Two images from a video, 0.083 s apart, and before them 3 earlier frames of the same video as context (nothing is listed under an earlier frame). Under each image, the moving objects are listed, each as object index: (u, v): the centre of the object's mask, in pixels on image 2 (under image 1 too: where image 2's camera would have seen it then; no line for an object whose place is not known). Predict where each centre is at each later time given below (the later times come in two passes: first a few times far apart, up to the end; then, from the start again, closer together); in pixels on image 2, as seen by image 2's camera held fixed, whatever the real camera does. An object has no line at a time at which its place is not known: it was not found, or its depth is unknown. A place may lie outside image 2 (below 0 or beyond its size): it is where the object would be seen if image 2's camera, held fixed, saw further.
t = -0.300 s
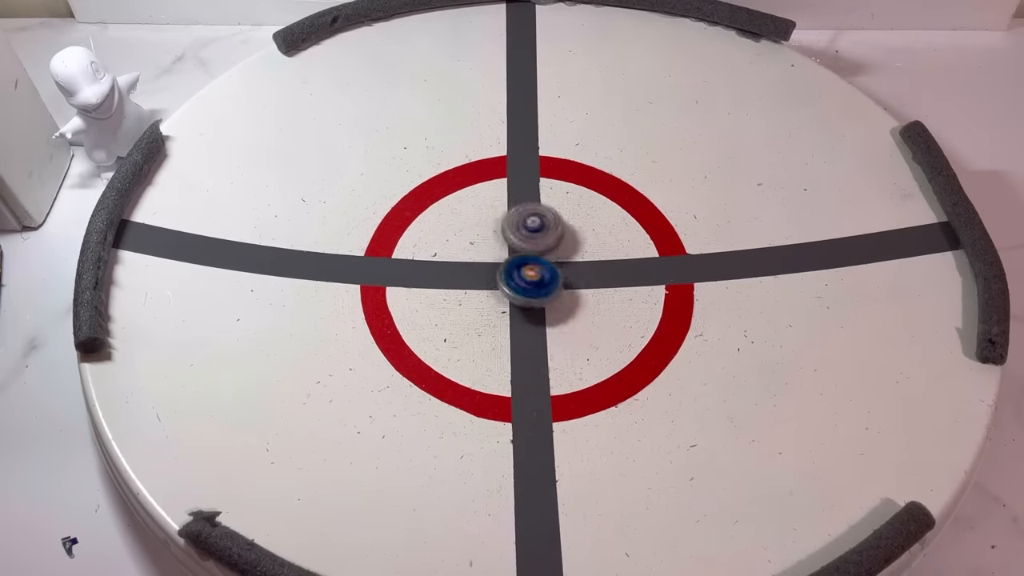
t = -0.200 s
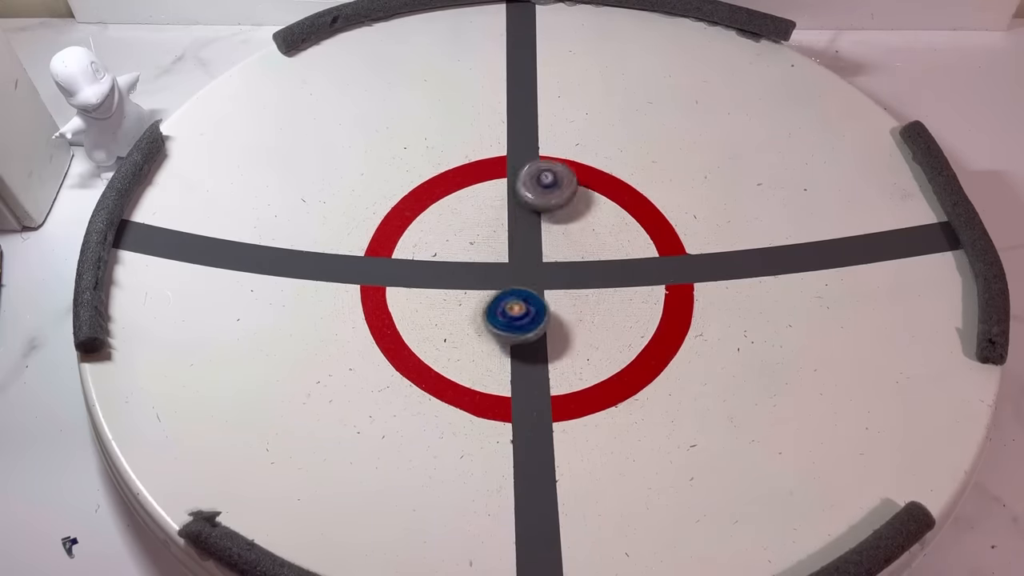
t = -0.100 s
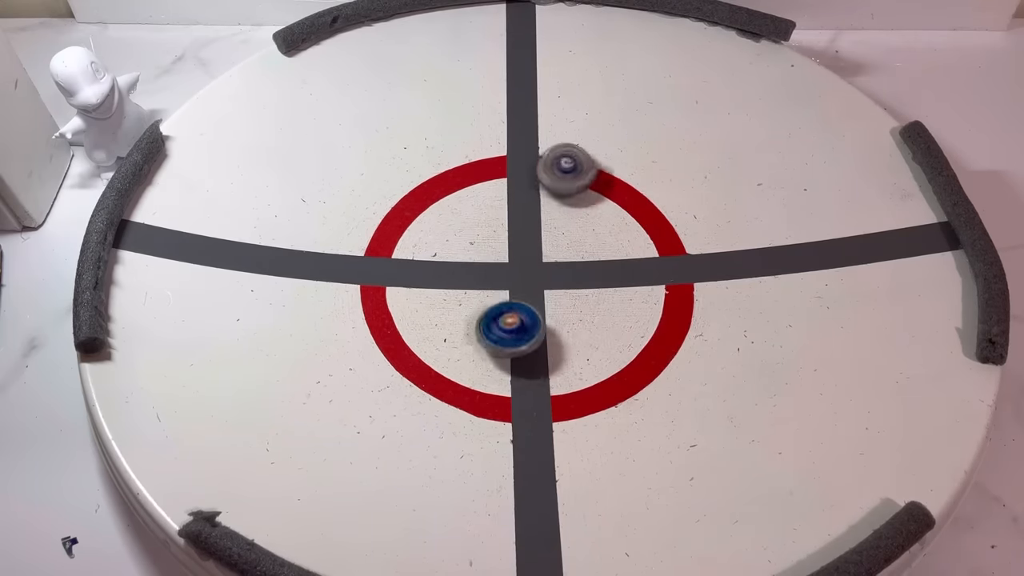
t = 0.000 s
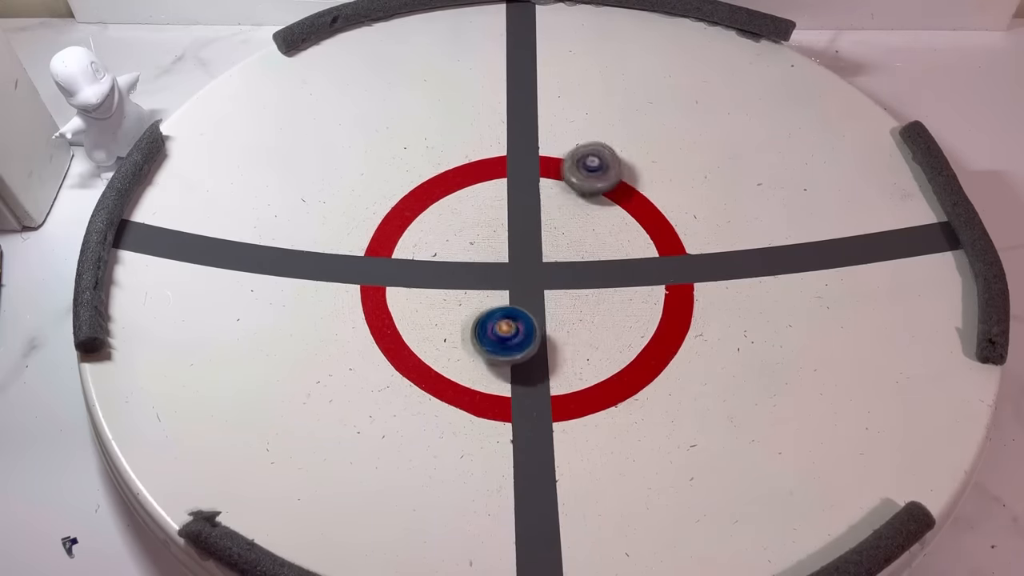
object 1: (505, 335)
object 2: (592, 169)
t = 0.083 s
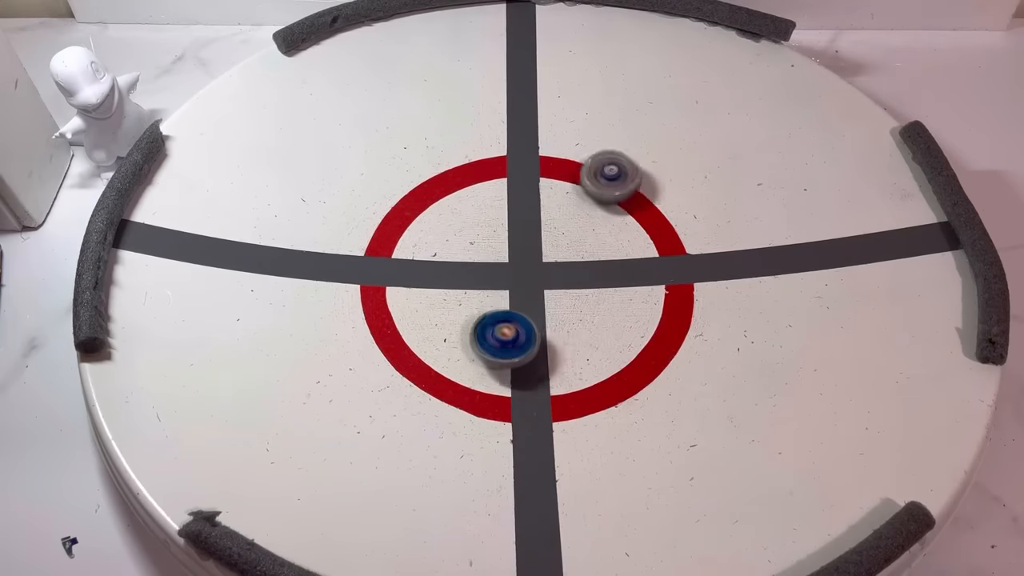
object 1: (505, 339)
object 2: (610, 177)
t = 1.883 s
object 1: (500, 243)
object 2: (550, 188)
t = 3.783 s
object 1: (595, 262)
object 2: (447, 288)
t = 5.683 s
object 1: (642, 206)
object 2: (611, 304)
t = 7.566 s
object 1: (556, 266)
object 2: (504, 222)
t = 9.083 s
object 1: (539, 262)
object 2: (623, 207)
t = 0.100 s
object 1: (506, 339)
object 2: (613, 179)
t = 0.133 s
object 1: (507, 338)
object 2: (619, 185)
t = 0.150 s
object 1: (508, 336)
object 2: (621, 188)
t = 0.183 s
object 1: (509, 333)
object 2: (624, 195)
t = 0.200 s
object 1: (510, 331)
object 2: (625, 198)
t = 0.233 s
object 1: (511, 328)
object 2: (626, 206)
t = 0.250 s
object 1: (511, 327)
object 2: (626, 210)
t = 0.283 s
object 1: (514, 324)
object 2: (625, 218)
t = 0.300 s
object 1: (515, 321)
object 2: (625, 222)
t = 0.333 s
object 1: (517, 316)
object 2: (622, 230)
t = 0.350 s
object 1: (517, 313)
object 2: (621, 234)
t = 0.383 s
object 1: (517, 307)
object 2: (618, 241)
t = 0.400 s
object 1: (518, 304)
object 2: (616, 245)
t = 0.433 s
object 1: (518, 299)
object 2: (611, 252)
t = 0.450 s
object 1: (519, 295)
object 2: (608, 255)
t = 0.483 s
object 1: (519, 290)
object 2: (602, 262)
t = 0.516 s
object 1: (519, 283)
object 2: (596, 269)
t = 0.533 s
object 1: (520, 279)
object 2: (592, 272)
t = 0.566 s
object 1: (515, 274)
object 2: (588, 278)
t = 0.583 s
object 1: (501, 273)
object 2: (599, 279)
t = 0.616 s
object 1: (478, 268)
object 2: (615, 280)
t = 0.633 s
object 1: (470, 266)
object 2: (622, 281)
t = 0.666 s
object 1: (460, 264)
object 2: (633, 284)
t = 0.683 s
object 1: (456, 263)
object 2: (636, 286)
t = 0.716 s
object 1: (447, 260)
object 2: (640, 289)
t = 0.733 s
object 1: (442, 258)
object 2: (642, 292)
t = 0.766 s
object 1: (433, 254)
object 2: (642, 298)
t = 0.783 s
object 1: (429, 253)
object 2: (642, 301)
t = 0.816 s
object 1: (421, 249)
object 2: (641, 307)
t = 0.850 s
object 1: (414, 246)
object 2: (639, 312)
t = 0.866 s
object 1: (410, 245)
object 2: (637, 314)
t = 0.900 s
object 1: (404, 241)
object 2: (632, 319)
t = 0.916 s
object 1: (401, 241)
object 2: (629, 321)
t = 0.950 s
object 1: (396, 237)
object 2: (623, 325)
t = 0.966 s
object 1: (393, 236)
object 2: (620, 326)
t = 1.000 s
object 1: (389, 232)
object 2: (612, 328)
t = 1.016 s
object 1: (387, 231)
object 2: (607, 328)
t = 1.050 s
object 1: (385, 228)
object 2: (598, 327)
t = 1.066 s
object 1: (384, 227)
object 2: (593, 327)
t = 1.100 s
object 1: (383, 225)
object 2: (584, 324)
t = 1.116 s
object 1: (384, 224)
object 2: (580, 323)
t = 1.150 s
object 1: (385, 222)
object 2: (572, 319)
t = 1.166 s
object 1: (386, 221)
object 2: (568, 317)
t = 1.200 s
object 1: (389, 220)
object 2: (560, 312)
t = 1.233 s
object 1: (392, 219)
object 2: (553, 306)
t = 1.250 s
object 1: (395, 218)
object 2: (550, 304)
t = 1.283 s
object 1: (400, 218)
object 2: (544, 298)
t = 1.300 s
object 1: (403, 217)
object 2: (541, 295)
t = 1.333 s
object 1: (408, 215)
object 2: (536, 288)
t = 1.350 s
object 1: (411, 215)
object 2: (534, 285)
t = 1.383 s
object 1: (418, 216)
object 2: (530, 278)
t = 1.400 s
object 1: (422, 216)
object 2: (529, 275)
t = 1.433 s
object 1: (429, 215)
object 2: (526, 267)
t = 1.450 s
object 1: (433, 217)
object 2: (525, 264)
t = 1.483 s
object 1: (441, 219)
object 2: (524, 257)
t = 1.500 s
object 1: (445, 219)
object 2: (523, 254)
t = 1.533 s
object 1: (455, 221)
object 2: (522, 247)
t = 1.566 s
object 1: (460, 222)
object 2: (523, 240)
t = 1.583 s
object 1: (459, 223)
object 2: (526, 236)
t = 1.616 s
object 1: (457, 225)
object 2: (530, 228)
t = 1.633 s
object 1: (458, 226)
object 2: (531, 225)
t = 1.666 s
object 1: (461, 228)
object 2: (533, 220)
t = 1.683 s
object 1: (463, 229)
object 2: (534, 217)
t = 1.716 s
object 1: (468, 232)
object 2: (537, 212)
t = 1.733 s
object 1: (470, 233)
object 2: (538, 209)
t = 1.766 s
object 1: (477, 236)
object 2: (540, 204)
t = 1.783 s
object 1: (480, 237)
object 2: (542, 201)
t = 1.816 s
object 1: (486, 239)
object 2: (544, 197)
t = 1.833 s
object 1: (490, 241)
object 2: (546, 194)
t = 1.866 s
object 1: (497, 243)
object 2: (549, 190)
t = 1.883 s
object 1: (500, 243)
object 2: (550, 188)
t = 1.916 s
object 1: (508, 246)
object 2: (554, 184)
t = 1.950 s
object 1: (515, 248)
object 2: (558, 181)
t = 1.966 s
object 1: (519, 249)
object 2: (561, 180)
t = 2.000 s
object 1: (527, 250)
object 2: (567, 179)
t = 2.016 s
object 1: (531, 251)
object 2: (570, 178)
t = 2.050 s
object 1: (538, 252)
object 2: (575, 179)
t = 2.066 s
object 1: (542, 252)
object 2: (578, 179)
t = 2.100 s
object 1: (550, 254)
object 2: (584, 182)
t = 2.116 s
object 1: (553, 254)
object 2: (586, 184)
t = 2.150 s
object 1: (562, 255)
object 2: (590, 188)
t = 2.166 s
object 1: (565, 256)
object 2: (592, 190)
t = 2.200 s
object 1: (571, 256)
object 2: (594, 195)
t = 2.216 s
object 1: (575, 257)
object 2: (595, 198)
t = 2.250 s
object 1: (582, 258)
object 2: (595, 204)
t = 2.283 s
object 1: (589, 260)
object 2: (595, 208)
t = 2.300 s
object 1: (593, 266)
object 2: (594, 204)
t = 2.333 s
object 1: (598, 291)
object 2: (591, 194)
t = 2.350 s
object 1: (602, 300)
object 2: (590, 191)
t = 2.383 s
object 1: (606, 316)
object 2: (588, 185)
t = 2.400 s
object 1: (607, 322)
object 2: (587, 184)
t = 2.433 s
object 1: (610, 328)
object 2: (584, 183)
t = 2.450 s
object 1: (611, 332)
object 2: (581, 183)
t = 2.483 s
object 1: (613, 343)
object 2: (577, 185)
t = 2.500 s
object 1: (613, 348)
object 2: (575, 185)
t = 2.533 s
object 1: (612, 356)
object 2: (571, 186)
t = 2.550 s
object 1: (611, 360)
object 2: (569, 187)
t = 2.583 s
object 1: (609, 369)
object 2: (565, 189)
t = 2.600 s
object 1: (607, 373)
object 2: (562, 190)
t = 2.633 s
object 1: (601, 381)
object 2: (557, 193)
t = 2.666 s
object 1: (595, 387)
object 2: (552, 196)
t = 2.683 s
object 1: (591, 390)
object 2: (549, 197)
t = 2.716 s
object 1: (585, 395)
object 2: (544, 200)
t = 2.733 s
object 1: (581, 397)
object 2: (541, 201)
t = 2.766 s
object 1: (572, 402)
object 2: (536, 204)
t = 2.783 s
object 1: (567, 403)
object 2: (533, 206)
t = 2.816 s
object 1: (559, 405)
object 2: (528, 209)
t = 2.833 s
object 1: (555, 406)
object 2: (525, 210)
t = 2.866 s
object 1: (544, 406)
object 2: (519, 213)
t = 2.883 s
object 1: (540, 405)
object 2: (517, 215)
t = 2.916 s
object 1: (532, 404)
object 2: (511, 217)
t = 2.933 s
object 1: (526, 402)
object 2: (509, 218)
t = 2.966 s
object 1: (518, 398)
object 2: (504, 222)
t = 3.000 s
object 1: (510, 393)
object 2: (500, 226)
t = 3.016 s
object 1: (506, 391)
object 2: (497, 228)
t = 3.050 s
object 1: (499, 384)
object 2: (493, 231)
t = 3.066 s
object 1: (497, 380)
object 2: (491, 233)
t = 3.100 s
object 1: (491, 373)
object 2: (486, 238)
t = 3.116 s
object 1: (489, 369)
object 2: (484, 239)
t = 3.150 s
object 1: (485, 360)
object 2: (479, 243)
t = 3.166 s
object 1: (483, 356)
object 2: (477, 246)
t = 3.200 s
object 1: (482, 348)
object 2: (473, 249)
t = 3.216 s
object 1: (482, 344)
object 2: (471, 252)
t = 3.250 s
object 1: (482, 334)
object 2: (467, 255)
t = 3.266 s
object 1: (482, 330)
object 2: (465, 257)
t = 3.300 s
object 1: (484, 323)
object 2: (461, 260)
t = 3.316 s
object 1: (485, 318)
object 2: (459, 262)
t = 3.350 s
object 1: (489, 310)
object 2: (455, 264)
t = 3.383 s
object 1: (493, 303)
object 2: (450, 268)
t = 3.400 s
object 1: (496, 299)
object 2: (448, 270)
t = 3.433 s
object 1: (502, 293)
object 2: (446, 275)
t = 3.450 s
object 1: (504, 289)
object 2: (445, 276)
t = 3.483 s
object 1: (512, 283)
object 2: (443, 278)
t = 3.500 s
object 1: (515, 281)
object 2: (442, 279)
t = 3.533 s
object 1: (524, 275)
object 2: (439, 281)
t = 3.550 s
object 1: (529, 273)
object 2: (438, 281)
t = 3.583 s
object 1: (537, 268)
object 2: (439, 283)
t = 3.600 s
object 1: (541, 266)
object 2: (439, 284)
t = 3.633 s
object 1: (551, 263)
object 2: (438, 286)
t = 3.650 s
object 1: (556, 262)
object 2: (437, 286)
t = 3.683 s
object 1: (566, 261)
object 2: (439, 287)
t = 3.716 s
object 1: (575, 261)
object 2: (441, 288)
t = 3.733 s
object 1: (581, 260)
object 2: (442, 288)
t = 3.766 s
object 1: (590, 262)
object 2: (445, 288)
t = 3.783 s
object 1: (595, 262)
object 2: (447, 288)
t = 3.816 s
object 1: (605, 263)
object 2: (451, 289)
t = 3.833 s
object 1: (609, 265)
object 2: (452, 290)
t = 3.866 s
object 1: (618, 267)
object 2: (457, 290)
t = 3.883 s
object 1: (623, 270)
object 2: (459, 290)
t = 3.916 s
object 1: (631, 273)
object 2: (464, 291)
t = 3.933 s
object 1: (635, 276)
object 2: (467, 291)
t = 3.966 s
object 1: (643, 281)
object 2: (472, 291)
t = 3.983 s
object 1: (646, 283)
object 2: (476, 291)
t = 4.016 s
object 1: (652, 290)
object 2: (481, 292)
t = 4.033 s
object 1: (656, 293)
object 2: (485, 293)
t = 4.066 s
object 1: (660, 299)
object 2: (492, 293)
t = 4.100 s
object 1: (664, 306)
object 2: (498, 294)
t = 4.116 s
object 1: (665, 310)
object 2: (501, 295)
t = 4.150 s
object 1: (666, 317)
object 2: (508, 295)
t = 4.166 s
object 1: (667, 320)
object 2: (512, 296)
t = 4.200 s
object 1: (667, 327)
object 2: (518, 297)
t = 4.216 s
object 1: (668, 330)
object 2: (521, 298)
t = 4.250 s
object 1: (666, 337)
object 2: (528, 298)
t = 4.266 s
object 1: (664, 340)
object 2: (531, 298)
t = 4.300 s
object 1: (662, 346)
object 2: (539, 299)
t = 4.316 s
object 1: (660, 349)
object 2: (541, 299)
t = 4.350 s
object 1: (655, 354)
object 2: (547, 299)
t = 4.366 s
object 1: (653, 356)
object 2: (551, 299)
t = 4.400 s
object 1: (647, 361)
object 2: (557, 301)
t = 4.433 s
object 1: (640, 364)
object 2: (564, 300)
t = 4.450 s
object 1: (637, 365)
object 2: (567, 300)
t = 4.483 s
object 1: (630, 368)
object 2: (573, 301)
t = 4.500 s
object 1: (624, 368)
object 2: (576, 300)
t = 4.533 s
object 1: (617, 369)
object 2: (583, 300)
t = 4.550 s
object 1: (614, 369)
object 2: (586, 299)
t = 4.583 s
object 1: (605, 368)
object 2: (591, 300)
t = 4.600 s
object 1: (601, 367)
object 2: (594, 299)
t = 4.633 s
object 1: (593, 365)
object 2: (601, 299)
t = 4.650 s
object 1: (589, 363)
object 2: (604, 300)
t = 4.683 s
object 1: (581, 359)
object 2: (610, 299)
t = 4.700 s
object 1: (577, 358)
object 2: (612, 299)
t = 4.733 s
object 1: (570, 351)
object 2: (618, 300)
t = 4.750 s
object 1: (566, 349)
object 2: (619, 300)
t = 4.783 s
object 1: (560, 342)
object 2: (624, 300)
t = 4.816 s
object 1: (555, 336)
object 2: (627, 300)
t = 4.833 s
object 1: (552, 333)
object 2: (628, 301)
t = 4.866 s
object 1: (549, 325)
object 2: (630, 300)
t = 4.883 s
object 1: (547, 321)
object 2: (631, 300)
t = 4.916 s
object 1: (544, 314)
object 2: (632, 300)
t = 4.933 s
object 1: (544, 311)
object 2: (632, 300)
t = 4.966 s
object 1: (544, 304)
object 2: (633, 299)
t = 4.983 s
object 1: (543, 301)
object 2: (633, 299)
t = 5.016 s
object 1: (544, 293)
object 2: (632, 298)
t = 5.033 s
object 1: (544, 290)
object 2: (632, 297)
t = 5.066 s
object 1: (546, 282)
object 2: (631, 297)
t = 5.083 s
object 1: (548, 279)
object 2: (631, 296)
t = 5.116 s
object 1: (551, 272)
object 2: (629, 295)
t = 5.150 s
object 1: (555, 266)
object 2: (627, 294)
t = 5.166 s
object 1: (558, 262)
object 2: (626, 292)
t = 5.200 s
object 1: (563, 257)
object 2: (622, 290)
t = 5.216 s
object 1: (566, 255)
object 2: (620, 290)
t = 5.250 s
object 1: (570, 248)
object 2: (619, 288)
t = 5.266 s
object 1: (573, 246)
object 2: (619, 287)
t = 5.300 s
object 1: (576, 239)
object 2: (623, 290)
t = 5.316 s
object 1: (576, 233)
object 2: (627, 292)
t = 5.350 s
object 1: (578, 227)
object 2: (632, 296)
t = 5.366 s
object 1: (580, 225)
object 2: (634, 297)
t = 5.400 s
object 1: (586, 220)
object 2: (635, 300)
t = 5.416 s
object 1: (589, 219)
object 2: (636, 302)
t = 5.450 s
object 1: (596, 216)
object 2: (636, 304)
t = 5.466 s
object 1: (599, 214)
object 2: (635, 305)
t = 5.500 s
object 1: (606, 211)
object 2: (633, 307)
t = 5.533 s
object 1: (613, 209)
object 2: (630, 308)
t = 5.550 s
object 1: (616, 208)
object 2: (628, 308)
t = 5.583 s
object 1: (623, 207)
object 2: (625, 309)
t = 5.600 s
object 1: (626, 206)
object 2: (623, 308)
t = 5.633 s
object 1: (633, 206)
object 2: (619, 307)
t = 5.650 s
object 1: (635, 205)
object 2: (617, 307)
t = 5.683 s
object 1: (642, 206)
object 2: (611, 304)
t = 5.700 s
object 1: (645, 207)
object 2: (609, 303)
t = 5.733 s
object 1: (648, 207)
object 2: (605, 300)
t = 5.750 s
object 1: (650, 207)
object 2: (602, 298)
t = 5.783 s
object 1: (655, 209)
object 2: (598, 295)
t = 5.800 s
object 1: (656, 210)
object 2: (595, 293)
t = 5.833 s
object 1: (660, 211)
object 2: (591, 290)
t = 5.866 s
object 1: (663, 215)
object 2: (587, 286)
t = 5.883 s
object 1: (663, 216)
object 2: (585, 284)
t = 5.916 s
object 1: (666, 218)
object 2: (580, 281)
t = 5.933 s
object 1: (666, 221)
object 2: (578, 278)
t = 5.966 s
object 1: (667, 225)
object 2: (574, 275)
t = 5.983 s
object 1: (668, 226)
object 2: (572, 274)
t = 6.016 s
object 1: (668, 230)
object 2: (568, 269)
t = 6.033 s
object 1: (667, 233)
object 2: (566, 268)
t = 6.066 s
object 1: (666, 236)
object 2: (562, 264)
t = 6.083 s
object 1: (665, 238)
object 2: (560, 262)
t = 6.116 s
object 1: (662, 243)
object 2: (556, 259)
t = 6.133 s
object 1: (660, 246)
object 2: (554, 257)
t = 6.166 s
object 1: (657, 248)
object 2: (550, 254)
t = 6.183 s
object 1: (656, 250)
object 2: (547, 252)
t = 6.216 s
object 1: (651, 254)
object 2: (544, 249)
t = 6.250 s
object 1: (646, 257)
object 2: (540, 246)
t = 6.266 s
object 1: (644, 258)
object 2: (538, 245)
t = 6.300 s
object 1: (638, 261)
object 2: (534, 242)
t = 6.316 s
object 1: (635, 263)
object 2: (532, 240)
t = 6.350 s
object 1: (629, 264)
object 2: (527, 237)
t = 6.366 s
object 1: (626, 265)
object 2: (526, 236)
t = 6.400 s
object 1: (618, 267)
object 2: (522, 233)
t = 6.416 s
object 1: (614, 268)
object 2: (520, 231)
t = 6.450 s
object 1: (606, 268)
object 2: (516, 228)
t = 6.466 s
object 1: (604, 268)
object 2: (514, 227)
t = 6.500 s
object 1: (596, 268)
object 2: (510, 224)
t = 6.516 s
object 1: (592, 268)
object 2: (510, 222)
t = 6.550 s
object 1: (585, 267)
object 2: (508, 219)
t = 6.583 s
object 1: (578, 266)
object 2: (507, 216)
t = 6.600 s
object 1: (574, 266)
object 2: (506, 215)
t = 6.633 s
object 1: (567, 263)
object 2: (504, 214)
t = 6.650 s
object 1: (563, 262)
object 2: (504, 214)
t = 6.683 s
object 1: (556, 259)
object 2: (503, 212)
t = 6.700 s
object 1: (553, 258)
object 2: (502, 212)
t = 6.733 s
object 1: (546, 254)
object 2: (504, 211)
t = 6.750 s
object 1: (544, 252)
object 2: (504, 211)
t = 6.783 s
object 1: (547, 257)
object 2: (496, 204)
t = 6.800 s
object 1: (549, 259)
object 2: (491, 198)
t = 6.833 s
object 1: (552, 262)
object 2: (483, 191)
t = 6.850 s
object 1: (553, 262)
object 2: (480, 189)
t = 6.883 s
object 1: (554, 262)
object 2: (478, 187)
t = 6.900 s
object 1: (554, 262)
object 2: (477, 185)
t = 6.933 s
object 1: (555, 262)
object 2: (474, 183)
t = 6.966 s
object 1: (555, 262)
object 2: (473, 182)
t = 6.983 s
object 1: (554, 263)
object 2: (472, 181)
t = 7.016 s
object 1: (555, 263)
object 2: (472, 180)
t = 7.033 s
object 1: (555, 263)
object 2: (472, 180)
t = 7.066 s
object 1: (556, 265)
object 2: (473, 181)
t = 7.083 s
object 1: (557, 265)
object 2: (474, 181)
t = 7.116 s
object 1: (559, 265)
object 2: (474, 183)
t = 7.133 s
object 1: (560, 264)
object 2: (474, 184)
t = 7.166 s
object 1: (560, 264)
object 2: (476, 186)
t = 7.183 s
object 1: (560, 264)
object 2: (476, 187)
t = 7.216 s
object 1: (561, 262)
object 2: (477, 190)
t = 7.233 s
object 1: (561, 262)
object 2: (479, 192)
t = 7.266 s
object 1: (560, 262)
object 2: (480, 195)
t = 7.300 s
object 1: (558, 261)
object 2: (483, 199)
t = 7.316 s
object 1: (559, 261)
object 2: (484, 201)
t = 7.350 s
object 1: (558, 261)
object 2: (487, 204)
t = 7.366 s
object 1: (557, 261)
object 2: (488, 206)
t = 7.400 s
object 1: (555, 261)
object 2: (491, 210)
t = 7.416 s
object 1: (556, 261)
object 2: (493, 212)
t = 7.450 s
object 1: (555, 261)
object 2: (496, 215)
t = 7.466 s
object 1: (554, 261)
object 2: (497, 217)
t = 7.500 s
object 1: (553, 261)
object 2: (502, 221)
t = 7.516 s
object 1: (553, 261)
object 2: (504, 222)
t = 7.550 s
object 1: (552, 262)
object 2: (506, 225)
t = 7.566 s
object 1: (556, 266)
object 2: (504, 222)
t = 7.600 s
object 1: (565, 274)
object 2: (495, 215)
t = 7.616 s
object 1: (568, 276)
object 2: (493, 214)
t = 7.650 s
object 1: (570, 279)
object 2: (490, 212)
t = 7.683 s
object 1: (572, 282)
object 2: (492, 211)
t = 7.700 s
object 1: (574, 284)
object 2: (493, 210)
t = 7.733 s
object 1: (577, 289)
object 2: (496, 210)
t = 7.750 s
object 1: (577, 290)
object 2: (498, 211)
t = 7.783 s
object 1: (578, 295)
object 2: (502, 211)
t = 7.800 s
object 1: (578, 297)
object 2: (504, 211)
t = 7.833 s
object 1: (578, 300)
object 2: (506, 212)
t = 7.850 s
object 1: (578, 303)
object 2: (508, 214)
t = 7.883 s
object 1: (577, 307)
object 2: (512, 215)
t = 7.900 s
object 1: (576, 309)
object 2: (513, 215)
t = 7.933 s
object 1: (573, 313)
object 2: (515, 217)
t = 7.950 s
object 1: (572, 315)
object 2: (517, 218)
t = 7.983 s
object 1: (570, 317)
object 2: (521, 219)
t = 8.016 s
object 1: (567, 320)
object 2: (524, 221)
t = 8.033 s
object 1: (564, 321)
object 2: (526, 222)
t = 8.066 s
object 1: (561, 322)
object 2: (531, 225)
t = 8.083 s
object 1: (561, 322)
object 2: (533, 225)
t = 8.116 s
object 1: (557, 323)
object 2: (537, 227)
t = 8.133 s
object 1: (555, 323)
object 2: (538, 228)
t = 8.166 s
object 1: (550, 321)
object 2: (542, 230)
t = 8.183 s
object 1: (549, 320)
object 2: (545, 231)
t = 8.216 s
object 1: (547, 320)
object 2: (549, 232)
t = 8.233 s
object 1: (546, 319)
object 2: (550, 234)
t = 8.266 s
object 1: (541, 315)
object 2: (555, 235)
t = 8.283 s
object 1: (540, 314)
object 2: (557, 235)
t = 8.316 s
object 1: (539, 311)
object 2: (561, 237)
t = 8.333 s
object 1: (539, 310)
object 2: (564, 239)
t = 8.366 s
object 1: (537, 308)
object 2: (568, 240)
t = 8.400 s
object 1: (536, 304)
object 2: (572, 241)
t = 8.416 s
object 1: (536, 300)
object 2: (574, 241)
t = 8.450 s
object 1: (537, 296)
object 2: (578, 243)
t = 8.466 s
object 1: (538, 295)
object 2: (580, 243)
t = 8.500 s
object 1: (538, 292)
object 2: (584, 244)
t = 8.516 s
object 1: (538, 290)
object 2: (586, 245)
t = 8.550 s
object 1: (540, 284)
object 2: (591, 246)
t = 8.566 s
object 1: (543, 282)
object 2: (593, 246)
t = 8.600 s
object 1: (543, 279)
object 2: (599, 244)
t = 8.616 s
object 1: (541, 281)
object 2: (605, 241)
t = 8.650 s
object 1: (539, 280)
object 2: (614, 236)
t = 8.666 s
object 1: (539, 278)
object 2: (617, 235)
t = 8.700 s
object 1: (540, 278)
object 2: (620, 233)
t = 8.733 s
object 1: (540, 278)
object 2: (622, 232)
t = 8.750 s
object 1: (540, 276)
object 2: (623, 231)
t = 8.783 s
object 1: (540, 276)
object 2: (626, 229)
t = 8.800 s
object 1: (541, 276)
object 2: (627, 227)
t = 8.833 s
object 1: (541, 274)
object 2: (628, 225)
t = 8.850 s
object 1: (541, 274)
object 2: (629, 223)
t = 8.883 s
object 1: (540, 273)
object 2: (630, 222)
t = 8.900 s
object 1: (540, 271)
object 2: (630, 220)
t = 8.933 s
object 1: (540, 269)
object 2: (629, 216)
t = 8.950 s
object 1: (540, 268)
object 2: (629, 215)
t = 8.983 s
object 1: (539, 267)
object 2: (629, 213)
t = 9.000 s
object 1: (539, 267)
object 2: (628, 211)
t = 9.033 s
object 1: (538, 265)
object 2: (625, 209)
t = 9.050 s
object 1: (538, 264)
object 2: (624, 208)
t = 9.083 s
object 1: (539, 262)
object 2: (623, 207)
